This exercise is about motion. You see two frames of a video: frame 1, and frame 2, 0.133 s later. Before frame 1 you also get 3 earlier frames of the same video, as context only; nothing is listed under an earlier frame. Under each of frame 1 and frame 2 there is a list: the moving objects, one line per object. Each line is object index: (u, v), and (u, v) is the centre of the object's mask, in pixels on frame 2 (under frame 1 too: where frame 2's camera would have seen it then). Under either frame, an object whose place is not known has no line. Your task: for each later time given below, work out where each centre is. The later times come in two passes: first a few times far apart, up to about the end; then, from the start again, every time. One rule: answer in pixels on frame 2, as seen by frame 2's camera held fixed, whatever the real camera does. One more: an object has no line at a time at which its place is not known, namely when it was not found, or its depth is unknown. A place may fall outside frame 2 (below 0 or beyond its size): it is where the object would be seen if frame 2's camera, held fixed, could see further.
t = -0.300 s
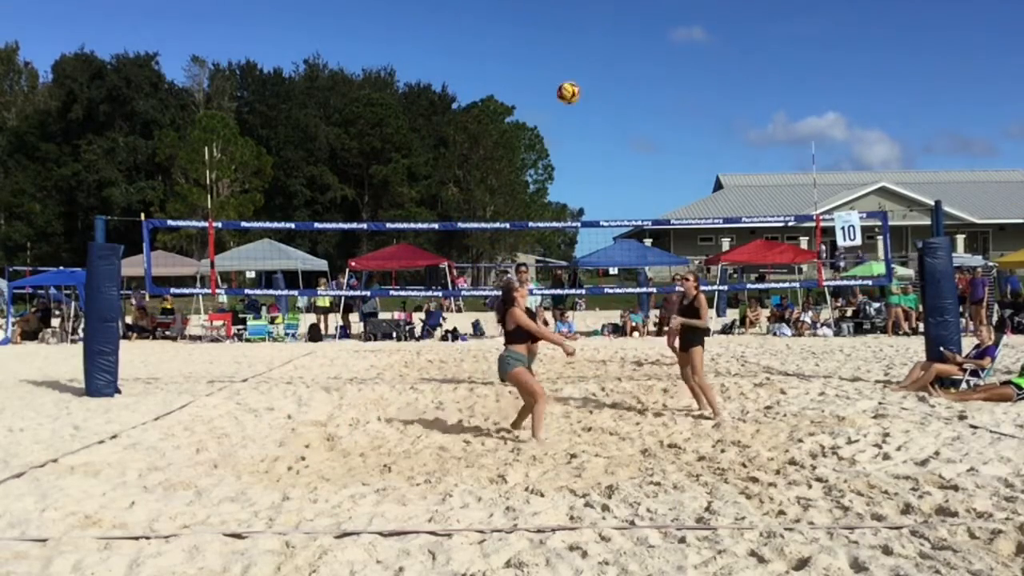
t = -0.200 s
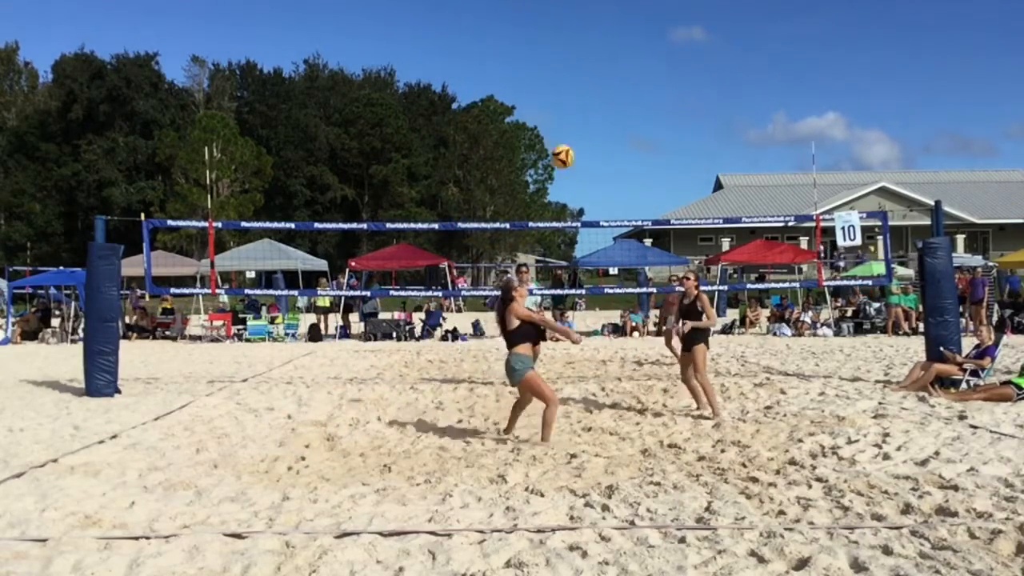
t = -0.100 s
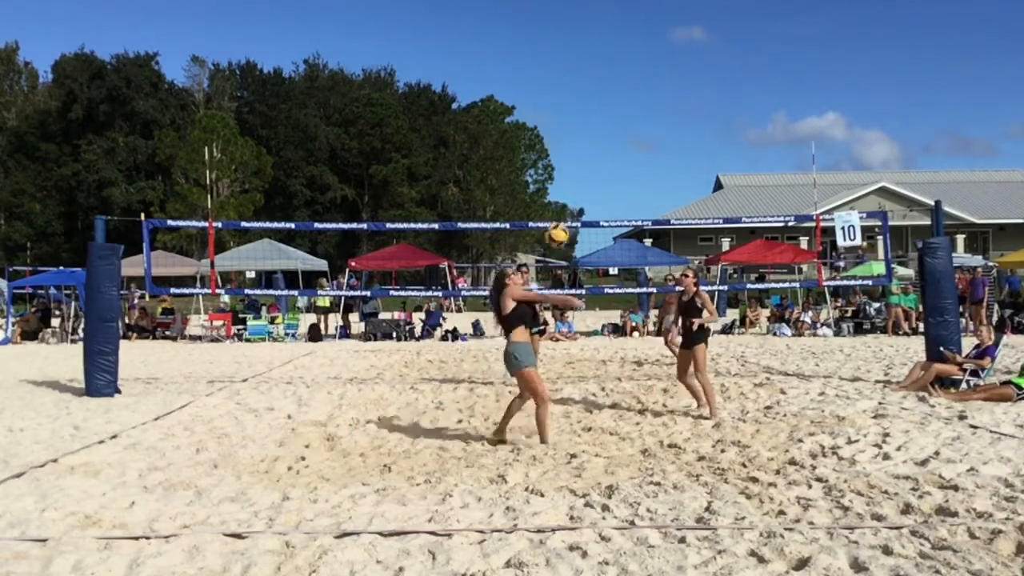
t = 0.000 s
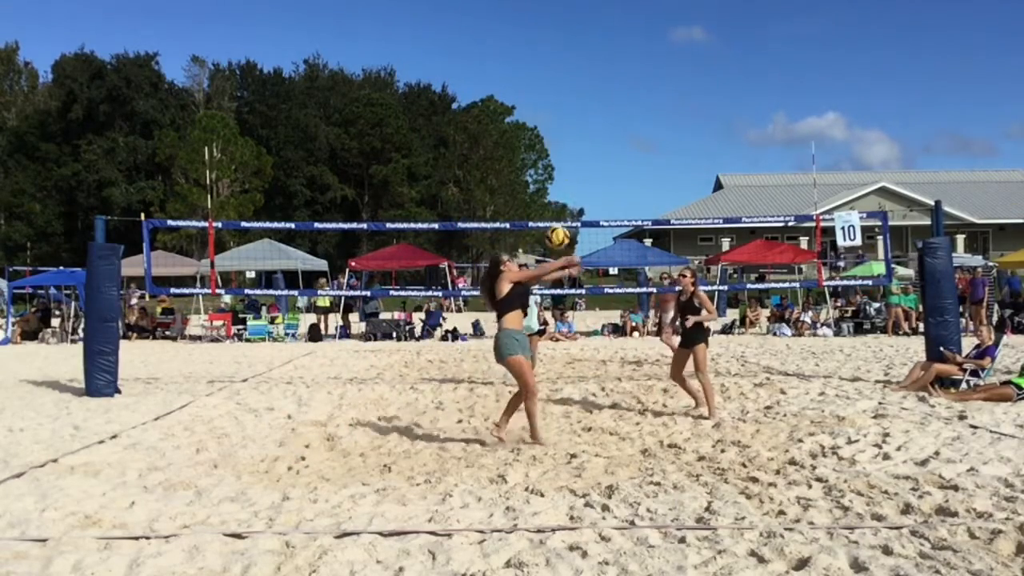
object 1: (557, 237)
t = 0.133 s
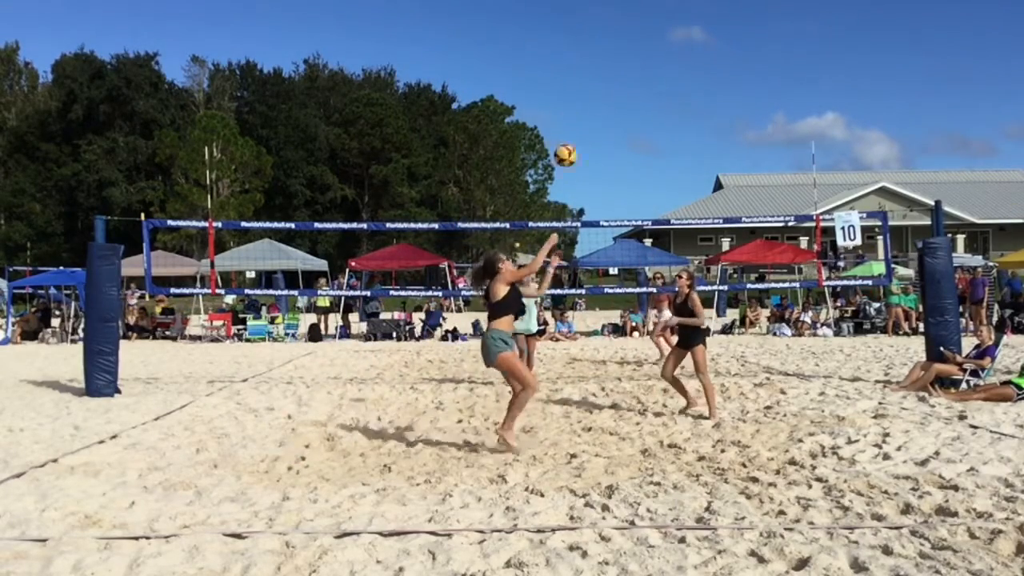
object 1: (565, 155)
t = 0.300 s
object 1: (575, 87)
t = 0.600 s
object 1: (591, 42)
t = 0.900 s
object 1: (606, 80)
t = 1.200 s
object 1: (620, 183)
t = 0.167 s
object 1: (567, 139)
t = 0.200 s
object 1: (569, 124)
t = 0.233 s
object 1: (571, 110)
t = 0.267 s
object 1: (574, 98)
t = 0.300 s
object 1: (575, 87)
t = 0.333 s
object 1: (577, 77)
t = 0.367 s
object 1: (579, 69)
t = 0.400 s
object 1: (581, 61)
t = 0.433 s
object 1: (583, 55)
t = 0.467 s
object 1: (584, 50)
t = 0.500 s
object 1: (586, 47)
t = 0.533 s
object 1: (588, 44)
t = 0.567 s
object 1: (590, 43)
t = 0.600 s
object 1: (591, 42)
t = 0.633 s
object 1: (593, 42)
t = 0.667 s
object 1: (595, 43)
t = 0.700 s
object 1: (596, 46)
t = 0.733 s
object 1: (598, 50)
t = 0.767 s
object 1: (600, 54)
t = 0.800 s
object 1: (601, 60)
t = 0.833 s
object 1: (603, 65)
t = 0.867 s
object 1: (605, 72)
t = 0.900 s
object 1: (606, 80)
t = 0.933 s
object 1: (608, 89)
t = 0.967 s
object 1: (609, 98)
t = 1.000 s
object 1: (611, 108)
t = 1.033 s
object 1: (612, 119)
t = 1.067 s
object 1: (614, 130)
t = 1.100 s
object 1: (615, 142)
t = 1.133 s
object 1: (617, 155)
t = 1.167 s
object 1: (618, 169)
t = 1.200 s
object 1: (620, 183)
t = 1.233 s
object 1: (621, 198)
